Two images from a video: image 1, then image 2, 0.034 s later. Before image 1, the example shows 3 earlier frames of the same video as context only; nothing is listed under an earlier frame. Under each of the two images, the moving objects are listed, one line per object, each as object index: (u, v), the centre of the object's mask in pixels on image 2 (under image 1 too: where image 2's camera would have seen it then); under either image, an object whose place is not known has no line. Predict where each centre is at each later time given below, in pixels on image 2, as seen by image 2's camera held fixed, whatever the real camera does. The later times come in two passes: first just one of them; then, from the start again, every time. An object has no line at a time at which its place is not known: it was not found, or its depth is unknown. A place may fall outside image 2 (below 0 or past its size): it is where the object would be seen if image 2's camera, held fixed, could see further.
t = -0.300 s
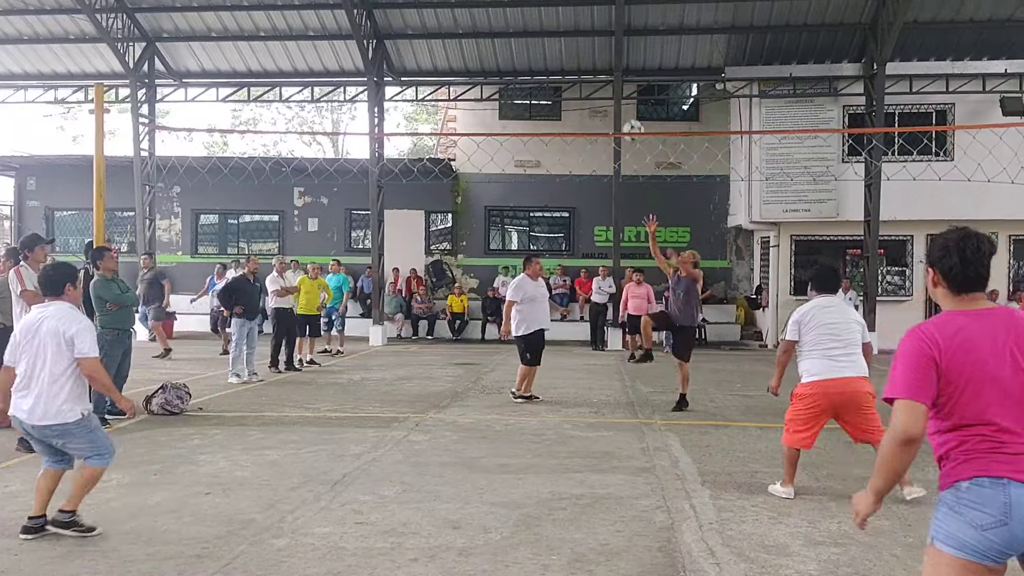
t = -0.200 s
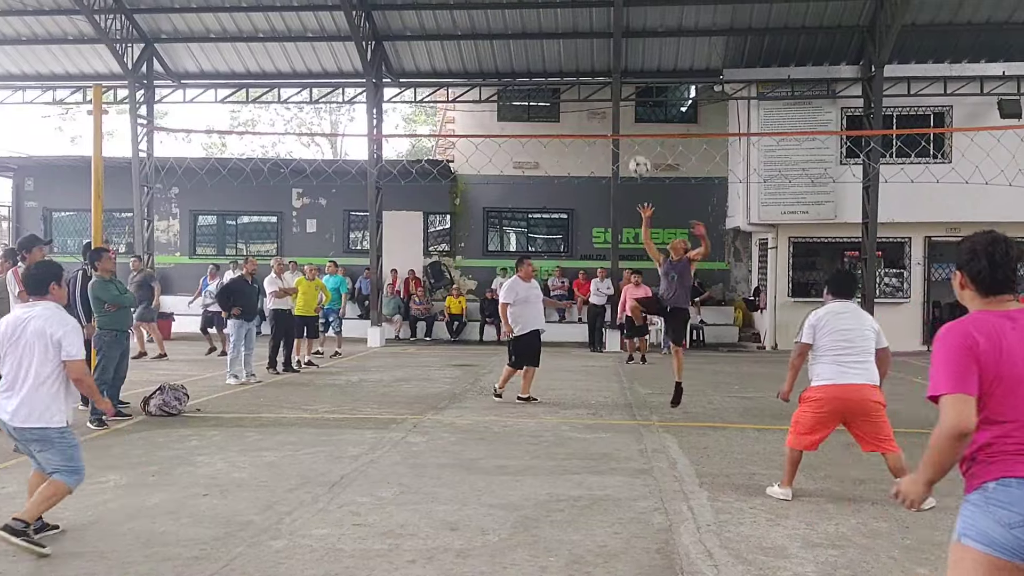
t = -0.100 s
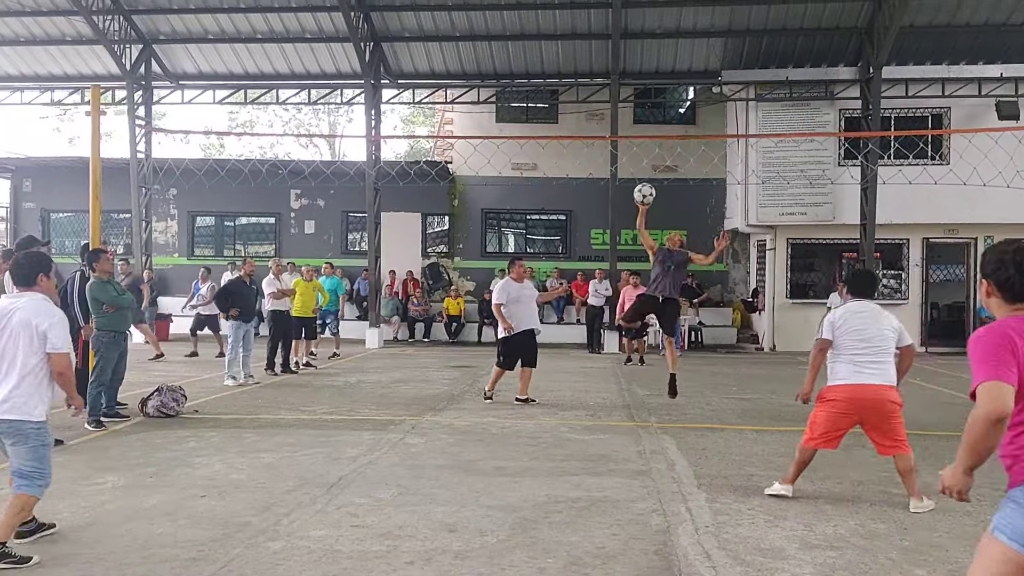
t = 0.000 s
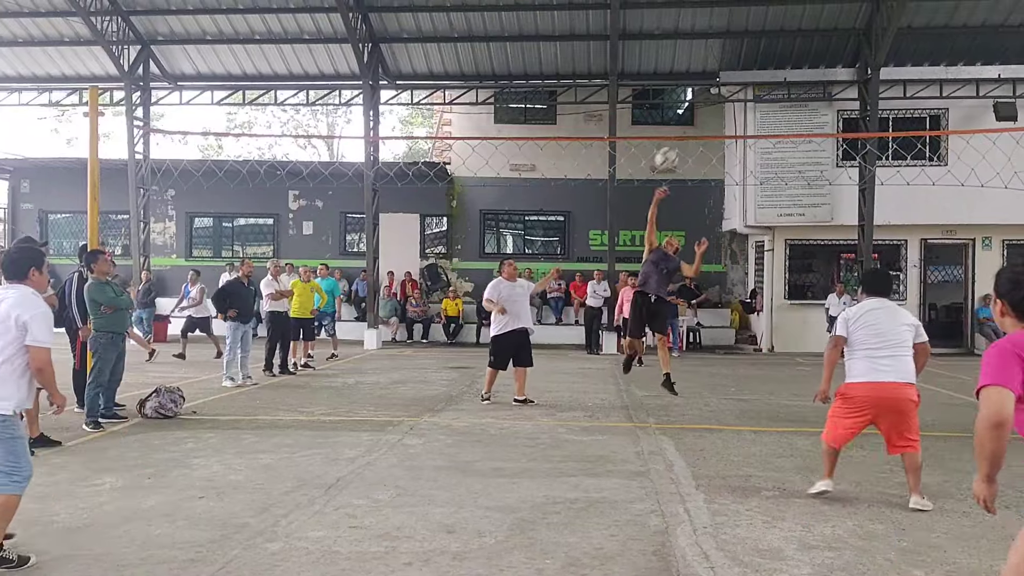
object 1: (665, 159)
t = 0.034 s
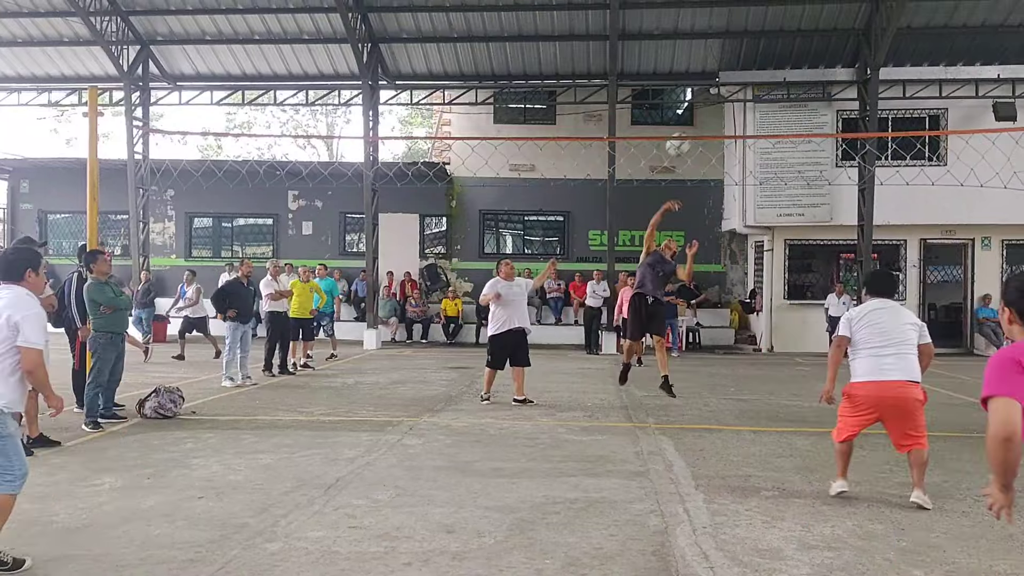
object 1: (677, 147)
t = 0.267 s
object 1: (776, 63)
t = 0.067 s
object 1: (691, 128)
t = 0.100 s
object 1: (704, 118)
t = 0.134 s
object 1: (717, 106)
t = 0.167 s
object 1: (732, 94)
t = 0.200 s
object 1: (746, 84)
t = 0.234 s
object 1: (761, 74)
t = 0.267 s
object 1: (776, 63)
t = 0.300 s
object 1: (792, 56)
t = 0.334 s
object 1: (809, 48)
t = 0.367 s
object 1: (825, 42)
